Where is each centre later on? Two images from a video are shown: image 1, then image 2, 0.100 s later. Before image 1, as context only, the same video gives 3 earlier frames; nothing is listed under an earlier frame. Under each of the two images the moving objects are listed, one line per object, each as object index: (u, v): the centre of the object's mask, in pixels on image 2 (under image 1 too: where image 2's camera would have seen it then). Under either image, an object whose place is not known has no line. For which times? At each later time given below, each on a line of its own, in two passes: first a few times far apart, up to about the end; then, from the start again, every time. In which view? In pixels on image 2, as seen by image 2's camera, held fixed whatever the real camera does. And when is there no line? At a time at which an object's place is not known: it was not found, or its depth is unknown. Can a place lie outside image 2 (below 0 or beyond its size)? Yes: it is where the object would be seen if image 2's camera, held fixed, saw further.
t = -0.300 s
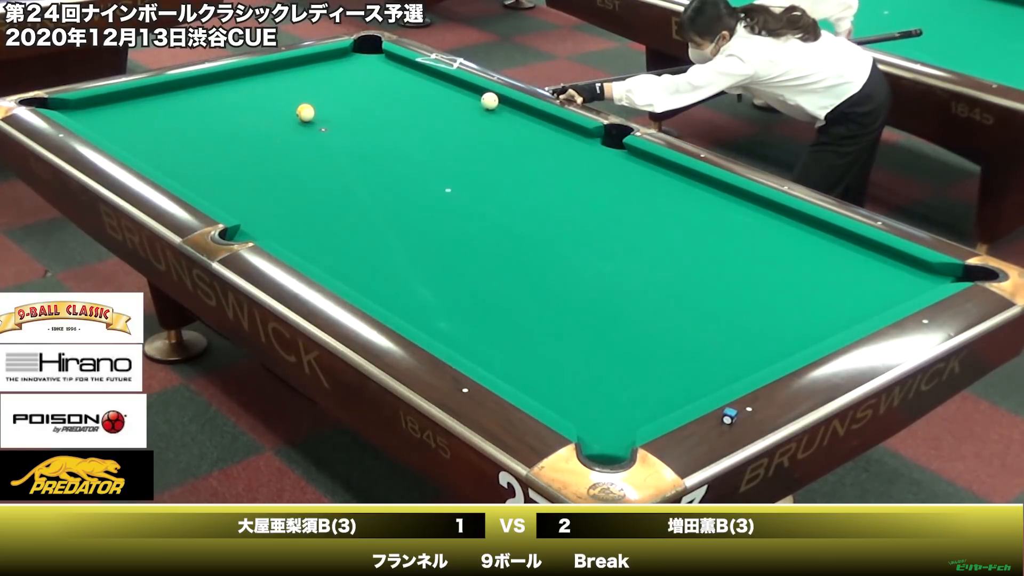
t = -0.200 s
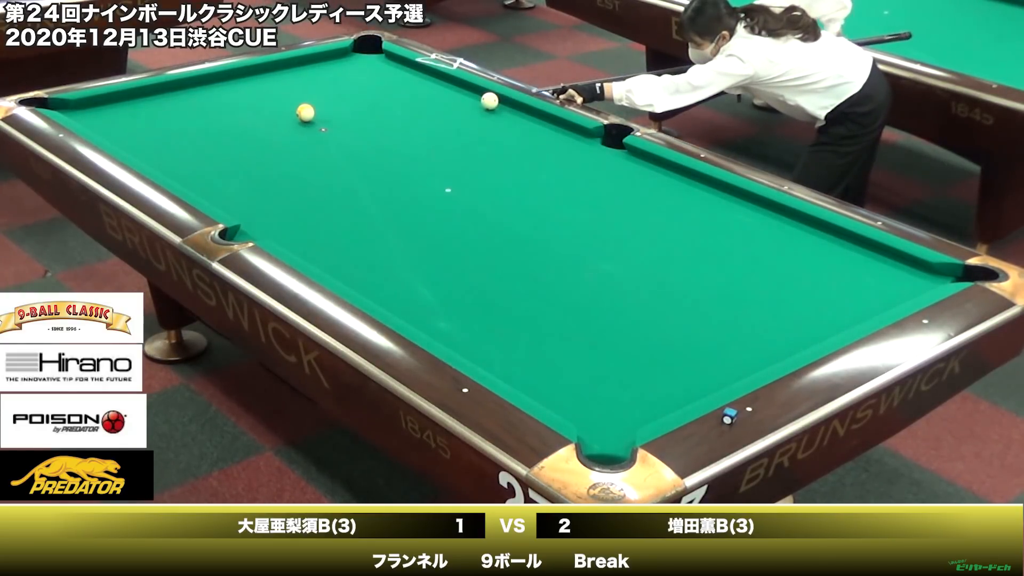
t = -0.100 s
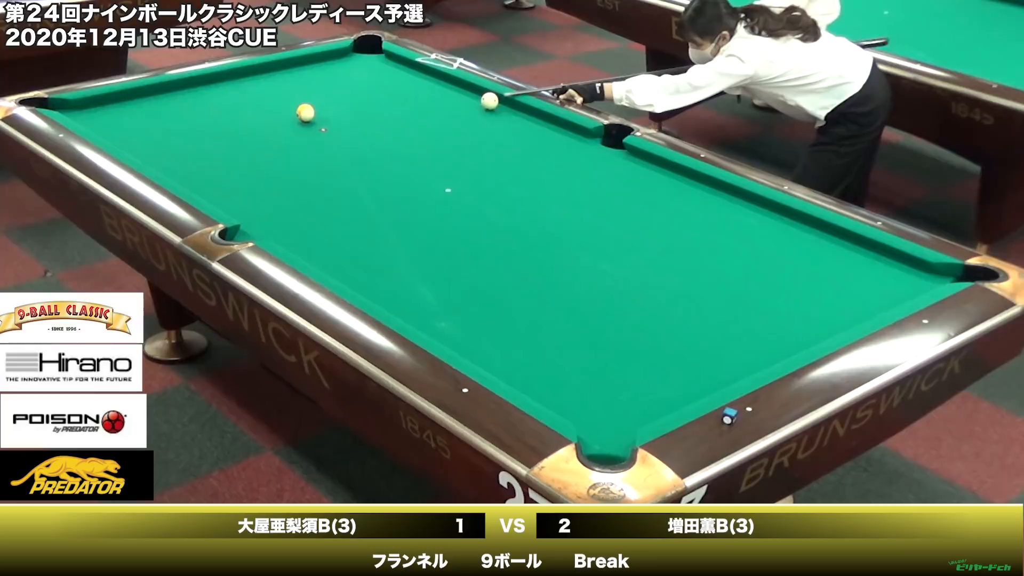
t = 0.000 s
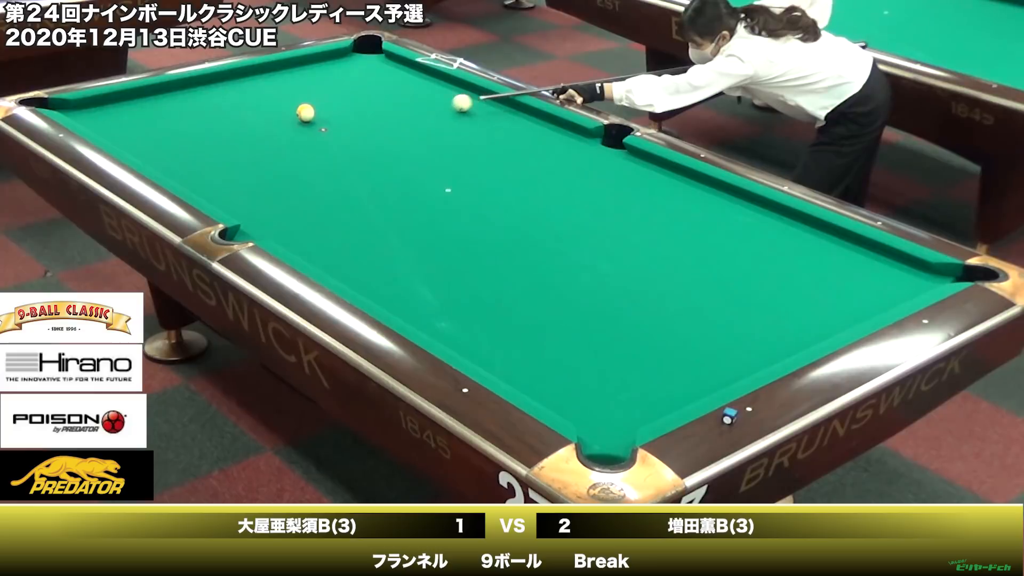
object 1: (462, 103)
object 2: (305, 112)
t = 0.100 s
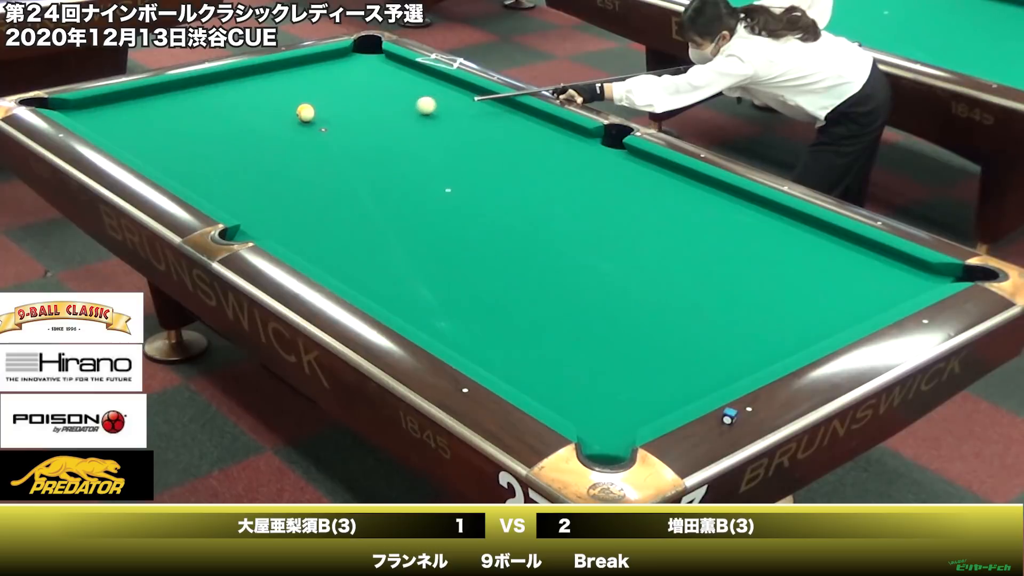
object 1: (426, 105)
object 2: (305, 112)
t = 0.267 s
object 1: (365, 110)
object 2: (306, 113)
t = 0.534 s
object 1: (314, 118)
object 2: (261, 112)
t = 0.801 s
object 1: (288, 127)
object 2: (200, 111)
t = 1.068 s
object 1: (262, 135)
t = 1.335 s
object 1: (237, 144)
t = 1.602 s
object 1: (212, 152)
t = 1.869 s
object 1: (188, 160)
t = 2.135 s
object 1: (165, 167)
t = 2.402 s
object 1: (172, 167)
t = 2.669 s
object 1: (185, 166)
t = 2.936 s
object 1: (196, 164)
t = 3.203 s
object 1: (205, 163)
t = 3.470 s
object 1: (212, 162)
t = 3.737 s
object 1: (217, 161)
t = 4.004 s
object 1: (220, 161)
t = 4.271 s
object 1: (222, 161)
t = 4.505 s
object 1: (222, 161)
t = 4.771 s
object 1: (222, 161)
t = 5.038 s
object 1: (222, 161)
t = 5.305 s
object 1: (222, 161)
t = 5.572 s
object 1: (222, 161)
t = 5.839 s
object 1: (222, 161)
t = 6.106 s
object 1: (222, 161)
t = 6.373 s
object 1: (222, 161)
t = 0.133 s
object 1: (414, 106)
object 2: (306, 113)
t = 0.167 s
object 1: (402, 107)
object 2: (305, 113)
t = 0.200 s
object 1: (390, 108)
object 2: (306, 113)
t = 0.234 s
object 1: (377, 109)
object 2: (306, 113)
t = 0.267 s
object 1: (365, 110)
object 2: (306, 113)
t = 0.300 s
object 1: (353, 111)
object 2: (306, 113)
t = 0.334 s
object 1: (341, 112)
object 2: (305, 113)
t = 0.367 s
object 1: (328, 113)
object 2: (305, 113)
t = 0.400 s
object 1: (323, 114)
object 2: (299, 113)
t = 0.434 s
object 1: (321, 115)
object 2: (288, 112)
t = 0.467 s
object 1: (320, 116)
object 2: (279, 112)
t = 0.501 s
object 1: (317, 117)
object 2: (269, 112)
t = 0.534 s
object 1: (314, 118)
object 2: (261, 112)
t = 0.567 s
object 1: (310, 119)
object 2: (253, 112)
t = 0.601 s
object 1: (307, 120)
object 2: (245, 112)
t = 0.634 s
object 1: (304, 121)
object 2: (238, 112)
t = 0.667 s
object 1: (301, 122)
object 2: (230, 111)
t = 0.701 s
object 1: (297, 124)
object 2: (223, 111)
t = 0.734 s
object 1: (294, 125)
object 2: (215, 111)
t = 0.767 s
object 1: (291, 126)
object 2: (208, 111)
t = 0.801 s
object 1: (288, 127)
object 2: (200, 111)
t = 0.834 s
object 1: (285, 128)
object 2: (193, 111)
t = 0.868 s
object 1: (281, 129)
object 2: (186, 111)
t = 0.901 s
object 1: (278, 130)
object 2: (179, 111)
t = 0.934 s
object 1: (275, 131)
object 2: (171, 111)
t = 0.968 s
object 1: (272, 132)
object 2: (164, 110)
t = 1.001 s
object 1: (269, 133)
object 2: (157, 110)
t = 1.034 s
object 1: (265, 134)
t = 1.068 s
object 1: (262, 135)
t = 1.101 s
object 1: (259, 136)
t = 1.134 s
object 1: (256, 138)
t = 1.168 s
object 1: (253, 138)
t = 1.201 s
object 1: (250, 140)
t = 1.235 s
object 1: (246, 141)
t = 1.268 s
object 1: (243, 142)
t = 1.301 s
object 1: (240, 143)
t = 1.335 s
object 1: (237, 144)
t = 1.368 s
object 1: (234, 145)
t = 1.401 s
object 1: (231, 146)
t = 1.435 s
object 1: (228, 147)
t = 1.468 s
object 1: (225, 148)
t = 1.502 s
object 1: (222, 149)
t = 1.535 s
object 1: (219, 150)
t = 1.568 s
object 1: (216, 151)
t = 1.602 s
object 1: (212, 152)
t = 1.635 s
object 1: (210, 153)
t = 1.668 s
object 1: (206, 154)
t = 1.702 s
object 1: (203, 155)
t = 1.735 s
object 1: (200, 156)
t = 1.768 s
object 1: (197, 157)
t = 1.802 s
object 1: (194, 158)
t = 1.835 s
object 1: (192, 159)
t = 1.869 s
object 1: (188, 160)
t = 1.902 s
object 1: (185, 161)
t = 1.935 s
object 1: (182, 162)
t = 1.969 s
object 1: (180, 163)
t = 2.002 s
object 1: (177, 164)
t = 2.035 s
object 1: (174, 165)
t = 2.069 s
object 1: (171, 166)
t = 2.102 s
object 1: (168, 167)
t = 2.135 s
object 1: (165, 167)
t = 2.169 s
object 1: (163, 167)
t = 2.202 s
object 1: (162, 167)
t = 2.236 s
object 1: (164, 168)
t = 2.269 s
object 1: (166, 168)
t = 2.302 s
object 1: (167, 168)
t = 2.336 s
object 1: (169, 168)
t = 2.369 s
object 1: (171, 168)
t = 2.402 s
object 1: (172, 167)
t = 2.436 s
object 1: (174, 167)
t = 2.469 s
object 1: (176, 167)
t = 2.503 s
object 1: (177, 167)
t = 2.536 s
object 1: (179, 166)
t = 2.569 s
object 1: (181, 166)
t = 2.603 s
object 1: (182, 166)
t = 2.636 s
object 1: (184, 166)
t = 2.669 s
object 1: (185, 166)
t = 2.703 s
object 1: (187, 165)
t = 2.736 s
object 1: (188, 165)
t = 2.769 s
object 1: (190, 165)
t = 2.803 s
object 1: (191, 165)
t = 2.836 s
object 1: (192, 165)
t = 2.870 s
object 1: (194, 164)
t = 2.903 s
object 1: (195, 164)
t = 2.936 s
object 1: (196, 164)
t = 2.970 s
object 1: (197, 164)
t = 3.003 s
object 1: (199, 164)
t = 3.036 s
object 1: (200, 164)
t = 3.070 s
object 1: (201, 163)
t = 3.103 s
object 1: (202, 163)
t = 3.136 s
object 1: (203, 163)
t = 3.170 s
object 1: (204, 163)
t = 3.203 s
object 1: (205, 163)
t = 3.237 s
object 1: (206, 163)
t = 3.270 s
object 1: (207, 163)
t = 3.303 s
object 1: (208, 163)
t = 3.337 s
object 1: (209, 162)
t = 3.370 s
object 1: (210, 162)
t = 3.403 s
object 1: (210, 162)
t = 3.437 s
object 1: (211, 162)
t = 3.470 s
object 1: (212, 162)
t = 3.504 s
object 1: (213, 162)
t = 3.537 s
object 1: (213, 162)
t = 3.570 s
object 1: (214, 162)
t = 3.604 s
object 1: (215, 162)
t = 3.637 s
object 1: (215, 162)
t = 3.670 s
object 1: (216, 161)
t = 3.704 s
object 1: (217, 161)
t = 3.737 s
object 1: (217, 161)
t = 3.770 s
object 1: (218, 161)
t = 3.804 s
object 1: (218, 161)
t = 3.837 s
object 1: (219, 161)
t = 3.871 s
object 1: (219, 161)
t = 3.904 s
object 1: (220, 161)
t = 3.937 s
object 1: (220, 161)
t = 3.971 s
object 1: (220, 161)
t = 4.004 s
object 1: (220, 161)
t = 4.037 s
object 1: (221, 161)
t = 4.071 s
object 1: (221, 161)
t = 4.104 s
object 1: (221, 161)
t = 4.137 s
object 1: (221, 161)
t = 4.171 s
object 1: (222, 161)
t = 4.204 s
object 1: (222, 161)
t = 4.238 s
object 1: (222, 161)
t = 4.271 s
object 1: (222, 161)
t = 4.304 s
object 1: (222, 160)
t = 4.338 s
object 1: (222, 161)
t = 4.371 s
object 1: (222, 161)
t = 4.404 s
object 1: (222, 161)
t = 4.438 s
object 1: (222, 160)
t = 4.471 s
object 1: (222, 161)
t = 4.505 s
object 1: (222, 161)
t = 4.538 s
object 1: (222, 161)
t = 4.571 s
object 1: (222, 161)
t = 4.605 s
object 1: (222, 161)
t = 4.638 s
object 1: (222, 161)
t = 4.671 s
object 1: (222, 161)
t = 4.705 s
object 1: (222, 161)
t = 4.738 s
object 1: (222, 161)
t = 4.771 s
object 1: (222, 161)
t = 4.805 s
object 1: (222, 161)
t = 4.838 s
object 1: (222, 161)
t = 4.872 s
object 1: (222, 161)
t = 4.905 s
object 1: (222, 161)
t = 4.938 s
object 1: (222, 161)
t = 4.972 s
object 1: (222, 161)
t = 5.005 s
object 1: (222, 161)
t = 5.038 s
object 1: (222, 161)
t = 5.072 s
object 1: (222, 161)
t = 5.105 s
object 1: (222, 161)
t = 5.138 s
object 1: (222, 161)
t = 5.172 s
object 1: (222, 161)
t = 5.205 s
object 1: (222, 161)
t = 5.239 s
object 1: (222, 161)
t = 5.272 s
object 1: (222, 161)
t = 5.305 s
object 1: (222, 161)
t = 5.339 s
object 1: (222, 161)
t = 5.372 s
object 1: (222, 161)
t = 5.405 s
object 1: (222, 161)
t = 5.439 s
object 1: (222, 161)
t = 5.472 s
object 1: (222, 161)
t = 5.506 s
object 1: (222, 161)
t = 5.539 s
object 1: (222, 161)
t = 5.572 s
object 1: (222, 161)
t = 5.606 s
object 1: (222, 161)
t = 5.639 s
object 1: (222, 161)
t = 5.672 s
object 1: (222, 161)
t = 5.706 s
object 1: (222, 161)
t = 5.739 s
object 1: (222, 161)
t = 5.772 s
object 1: (222, 161)
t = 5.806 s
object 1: (222, 161)
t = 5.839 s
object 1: (222, 161)
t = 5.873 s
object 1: (222, 161)
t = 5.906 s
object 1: (222, 161)
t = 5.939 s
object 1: (222, 161)
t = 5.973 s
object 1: (222, 161)
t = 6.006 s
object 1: (222, 161)
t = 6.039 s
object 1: (222, 161)
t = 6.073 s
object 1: (222, 161)
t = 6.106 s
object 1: (222, 161)
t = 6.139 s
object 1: (222, 160)
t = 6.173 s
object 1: (222, 161)
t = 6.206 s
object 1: (222, 161)
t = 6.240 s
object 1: (222, 161)
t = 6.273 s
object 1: (222, 161)
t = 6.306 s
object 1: (222, 161)
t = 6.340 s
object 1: (222, 160)
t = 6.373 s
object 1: (222, 161)
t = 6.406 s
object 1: (222, 161)
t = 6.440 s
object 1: (222, 161)
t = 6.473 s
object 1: (222, 161)
